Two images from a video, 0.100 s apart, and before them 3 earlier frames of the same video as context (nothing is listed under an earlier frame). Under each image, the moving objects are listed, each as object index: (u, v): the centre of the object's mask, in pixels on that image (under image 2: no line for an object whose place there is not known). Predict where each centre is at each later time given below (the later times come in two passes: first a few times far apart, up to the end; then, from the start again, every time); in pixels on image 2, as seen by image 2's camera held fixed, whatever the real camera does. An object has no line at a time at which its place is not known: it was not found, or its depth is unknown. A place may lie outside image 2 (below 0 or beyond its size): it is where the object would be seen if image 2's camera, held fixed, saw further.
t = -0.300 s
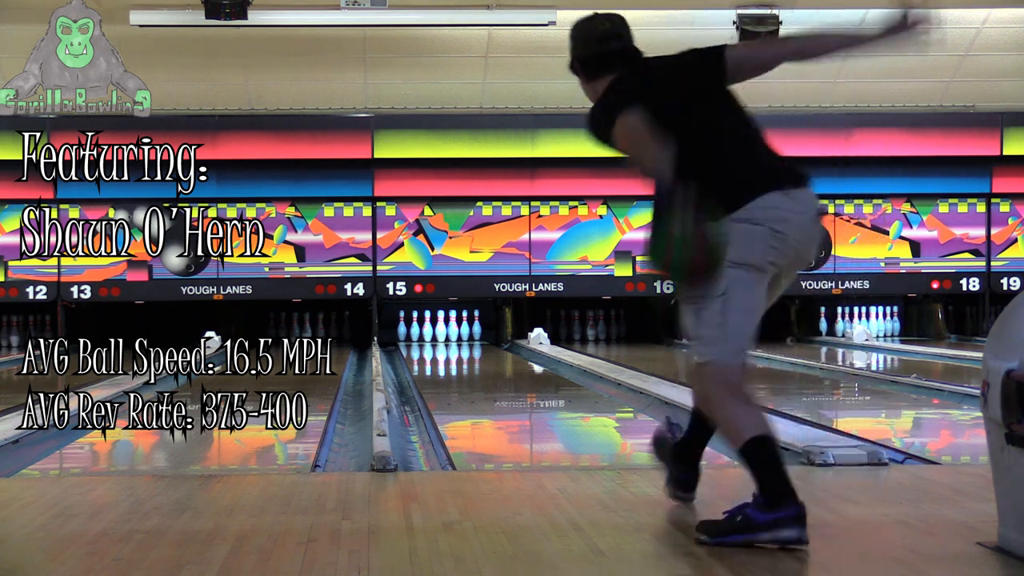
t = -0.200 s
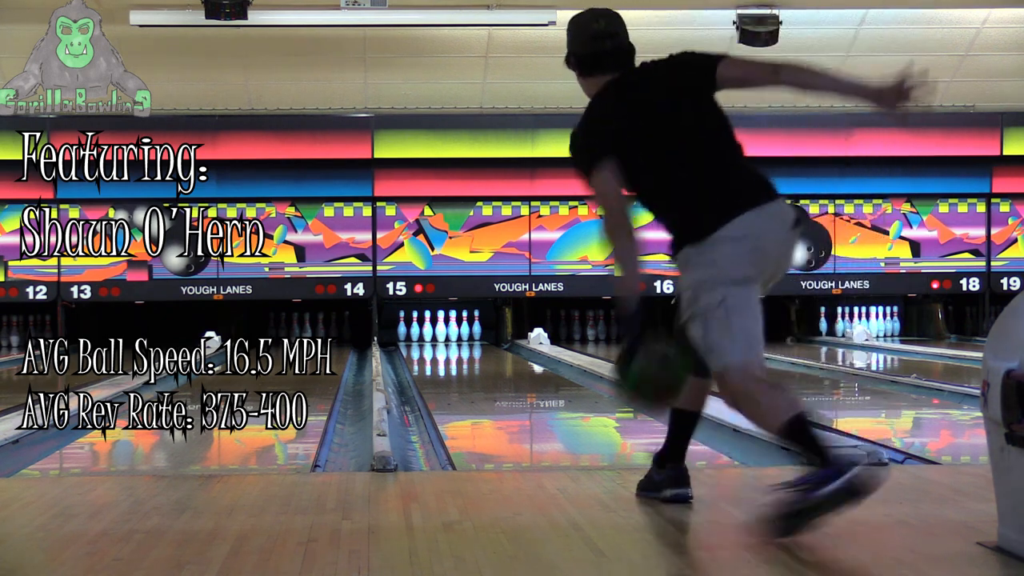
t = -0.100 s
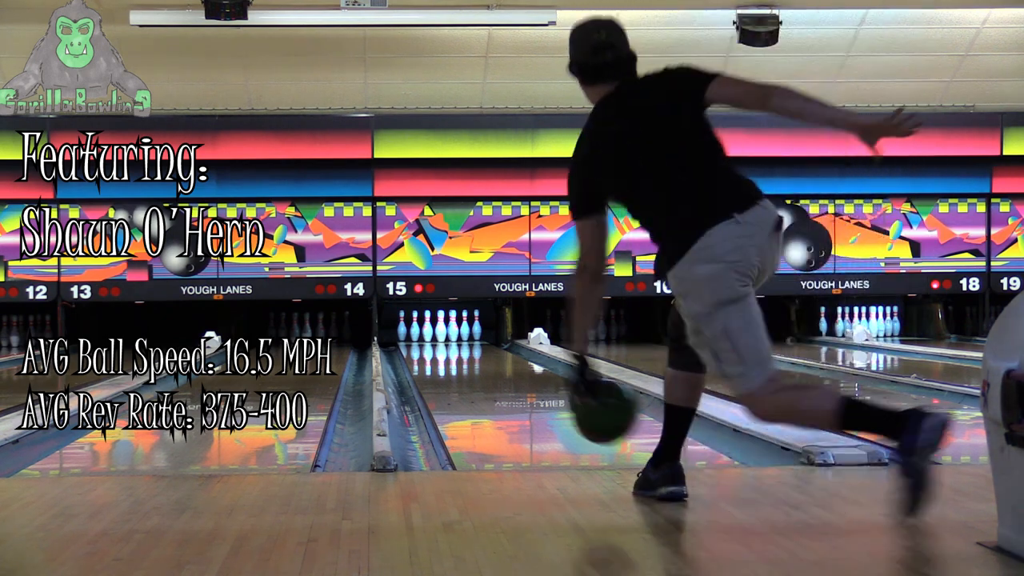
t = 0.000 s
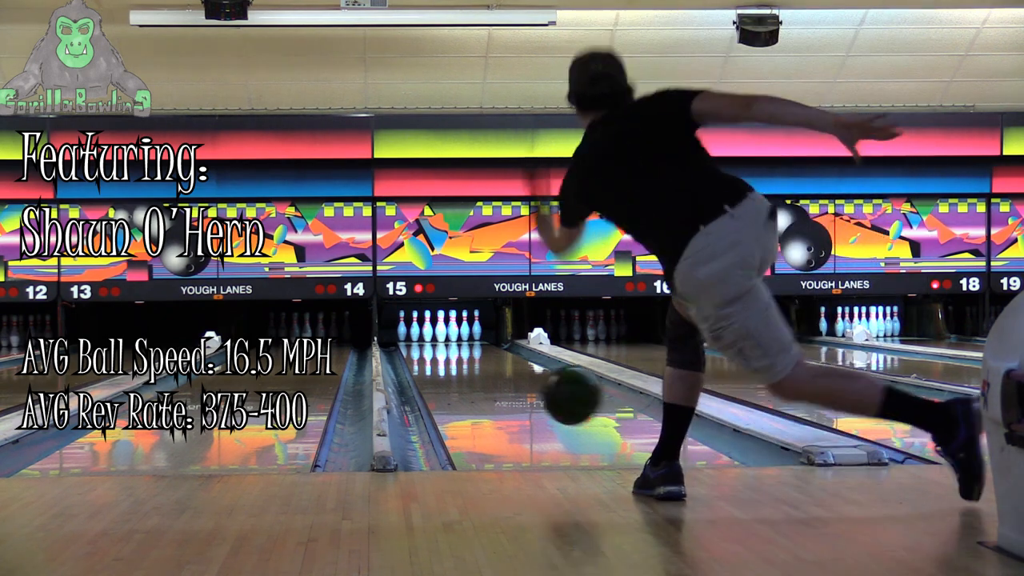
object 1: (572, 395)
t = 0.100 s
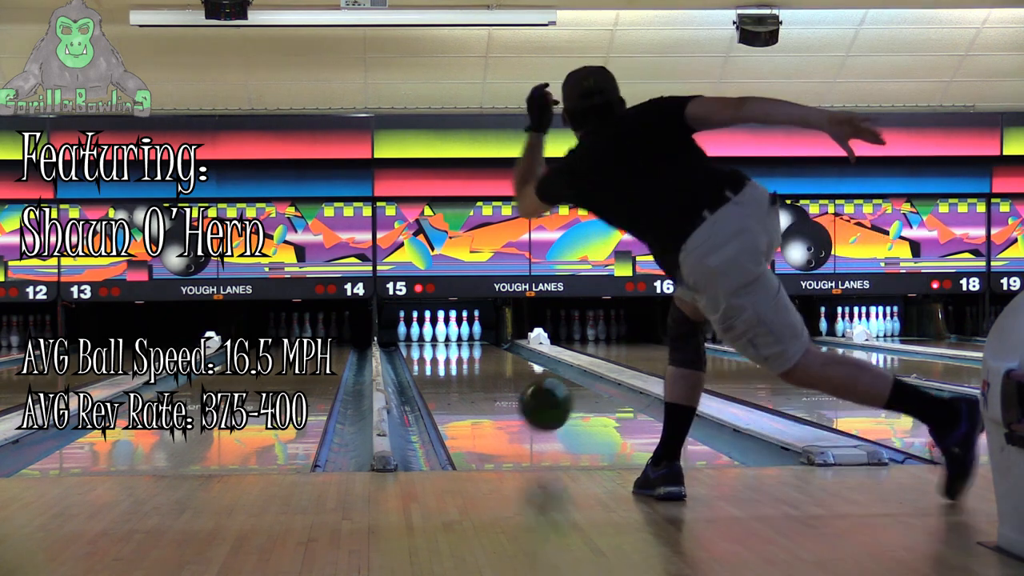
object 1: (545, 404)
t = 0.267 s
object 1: (510, 406)
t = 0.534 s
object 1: (474, 385)
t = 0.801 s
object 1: (449, 370)
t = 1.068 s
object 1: (433, 360)
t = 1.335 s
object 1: (423, 352)
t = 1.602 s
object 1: (417, 346)
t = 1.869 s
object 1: (418, 341)
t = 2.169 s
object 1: (427, 337)
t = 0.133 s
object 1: (538, 412)
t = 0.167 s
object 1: (530, 417)
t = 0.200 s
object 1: (523, 412)
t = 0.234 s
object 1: (517, 409)
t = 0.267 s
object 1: (510, 406)
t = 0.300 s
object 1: (505, 403)
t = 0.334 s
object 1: (500, 400)
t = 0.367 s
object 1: (494, 396)
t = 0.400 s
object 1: (490, 394)
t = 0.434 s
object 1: (486, 392)
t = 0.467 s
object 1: (482, 389)
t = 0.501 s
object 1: (477, 387)
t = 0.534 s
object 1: (474, 385)
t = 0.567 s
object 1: (470, 383)
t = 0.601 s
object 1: (466, 381)
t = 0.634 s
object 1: (463, 379)
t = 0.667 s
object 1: (460, 377)
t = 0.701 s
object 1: (457, 375)
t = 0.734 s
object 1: (454, 374)
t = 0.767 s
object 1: (452, 372)
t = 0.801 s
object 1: (449, 370)
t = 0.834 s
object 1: (446, 369)
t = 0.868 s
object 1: (444, 368)
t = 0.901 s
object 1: (443, 366)
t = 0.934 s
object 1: (440, 365)
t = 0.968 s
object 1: (438, 363)
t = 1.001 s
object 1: (435, 362)
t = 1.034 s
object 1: (434, 361)
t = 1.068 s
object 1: (433, 360)
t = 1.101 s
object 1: (432, 359)
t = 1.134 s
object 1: (430, 358)
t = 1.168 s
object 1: (429, 356)
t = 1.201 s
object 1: (427, 356)
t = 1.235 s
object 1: (426, 355)
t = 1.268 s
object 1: (425, 354)
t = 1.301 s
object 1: (423, 353)
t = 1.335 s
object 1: (423, 352)
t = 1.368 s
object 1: (422, 351)
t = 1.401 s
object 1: (421, 350)
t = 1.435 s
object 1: (420, 350)
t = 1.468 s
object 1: (419, 349)
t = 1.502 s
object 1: (419, 348)
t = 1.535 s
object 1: (418, 347)
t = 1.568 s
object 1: (418, 346)
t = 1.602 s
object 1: (417, 346)
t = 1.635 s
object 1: (417, 345)
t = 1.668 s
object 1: (417, 344)
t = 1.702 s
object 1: (417, 344)
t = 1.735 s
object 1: (417, 343)
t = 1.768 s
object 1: (417, 343)
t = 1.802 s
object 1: (417, 342)
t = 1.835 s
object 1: (418, 341)
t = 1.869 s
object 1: (418, 341)
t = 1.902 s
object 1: (418, 340)
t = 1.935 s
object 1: (419, 340)
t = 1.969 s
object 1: (420, 340)
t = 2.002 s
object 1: (421, 339)
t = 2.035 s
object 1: (423, 338)
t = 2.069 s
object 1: (423, 338)
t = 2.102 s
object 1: (425, 337)
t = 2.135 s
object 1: (426, 337)
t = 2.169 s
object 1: (427, 337)
